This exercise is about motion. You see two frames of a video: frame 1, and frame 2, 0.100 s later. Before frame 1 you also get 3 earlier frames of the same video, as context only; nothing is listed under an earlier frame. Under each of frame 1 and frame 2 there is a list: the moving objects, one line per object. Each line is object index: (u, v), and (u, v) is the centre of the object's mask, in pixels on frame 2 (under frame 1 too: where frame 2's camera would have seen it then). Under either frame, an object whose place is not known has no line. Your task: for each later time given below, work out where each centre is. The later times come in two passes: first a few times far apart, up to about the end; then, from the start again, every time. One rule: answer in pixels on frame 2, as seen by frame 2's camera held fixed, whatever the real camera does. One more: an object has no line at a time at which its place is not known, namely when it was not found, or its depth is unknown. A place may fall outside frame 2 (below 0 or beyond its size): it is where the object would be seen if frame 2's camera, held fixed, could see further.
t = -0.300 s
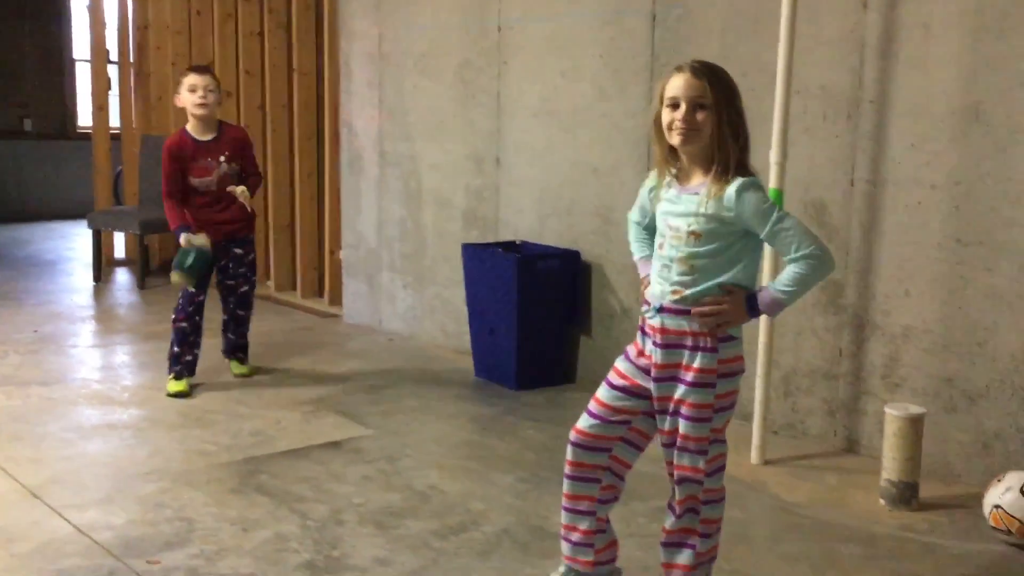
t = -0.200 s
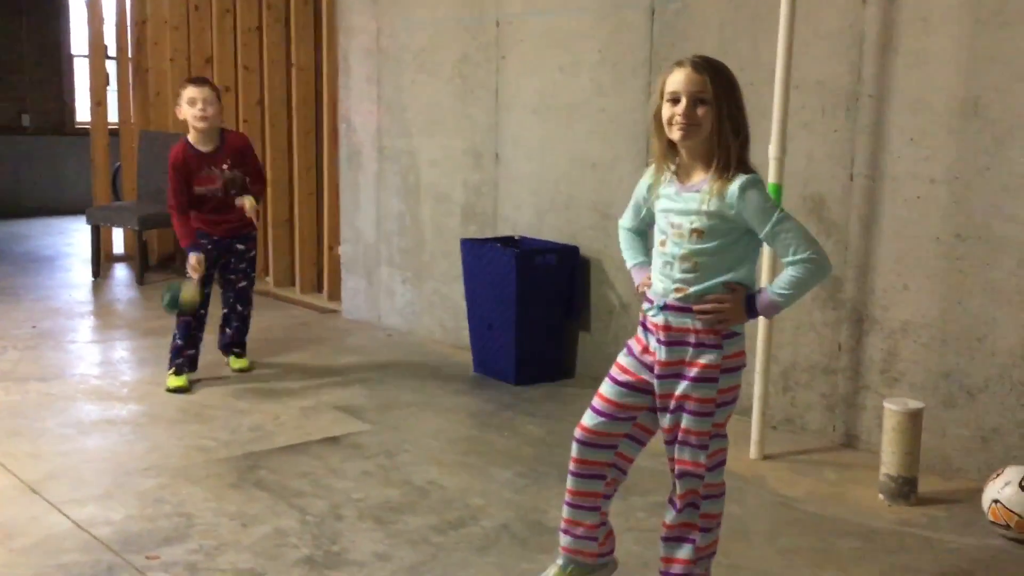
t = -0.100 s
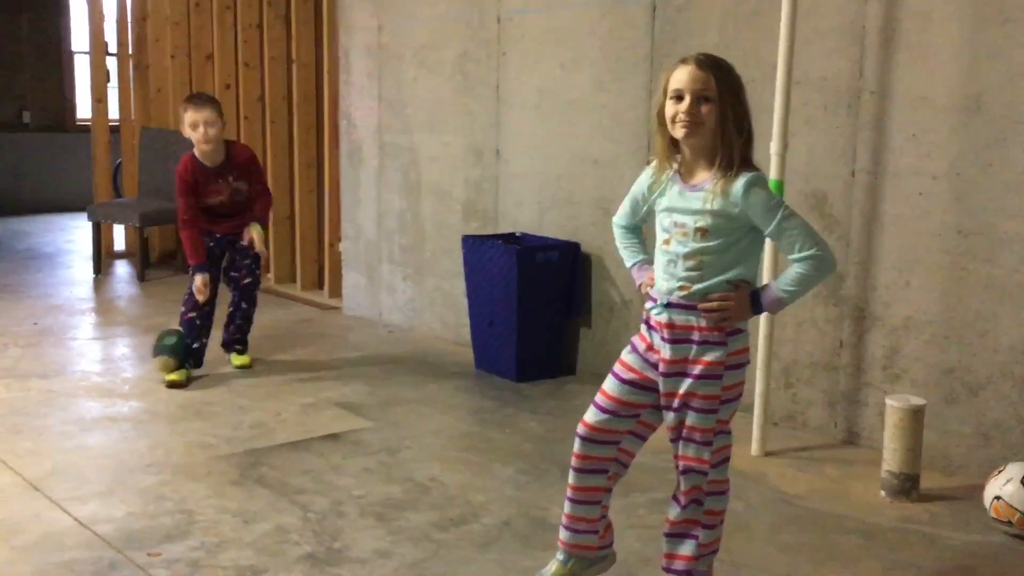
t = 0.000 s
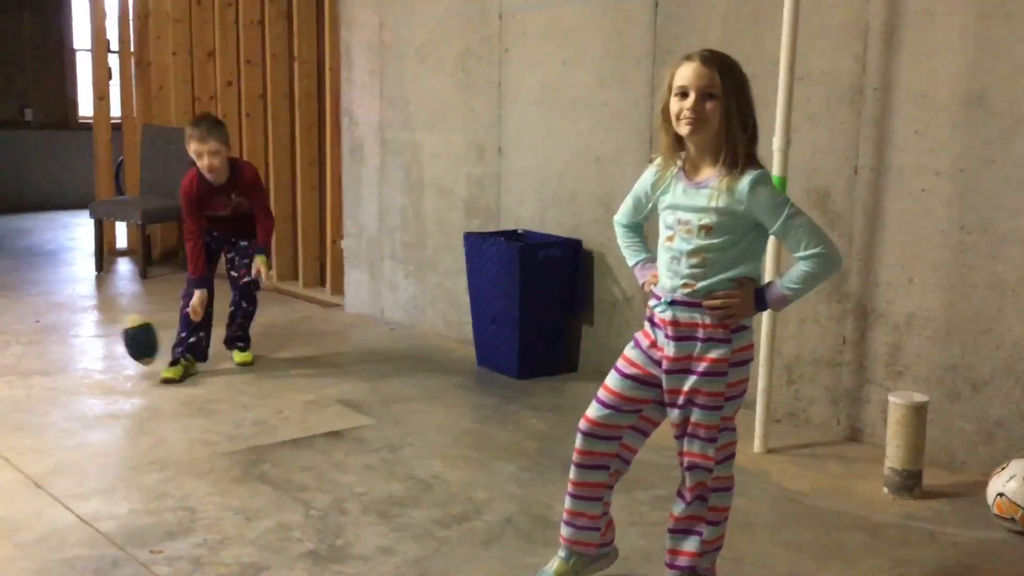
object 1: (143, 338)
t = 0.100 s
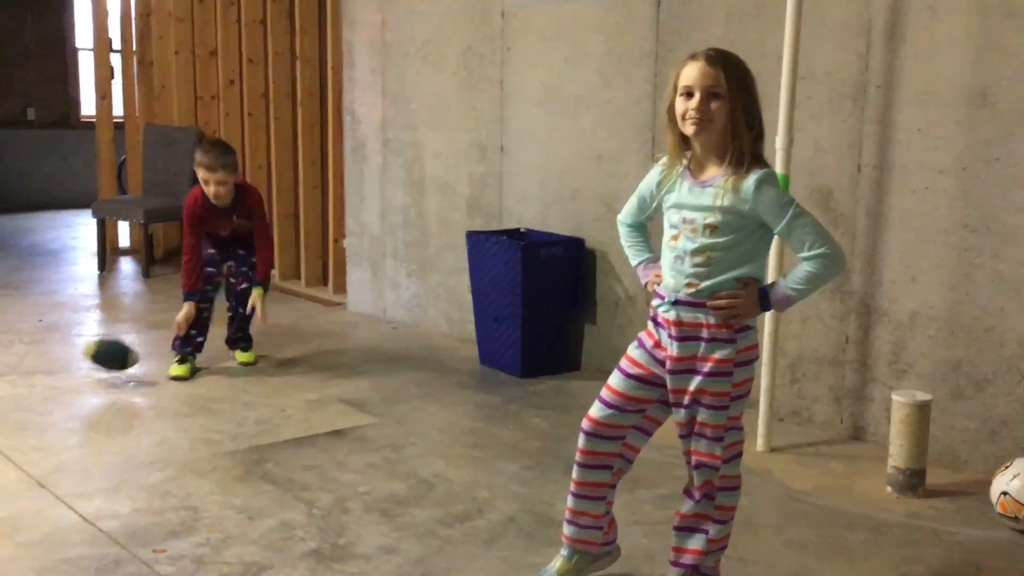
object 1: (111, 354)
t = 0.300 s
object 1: (75, 351)
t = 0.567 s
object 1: (59, 370)
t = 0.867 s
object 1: (48, 382)
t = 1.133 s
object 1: (35, 385)
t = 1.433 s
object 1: (29, 384)
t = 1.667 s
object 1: (33, 386)
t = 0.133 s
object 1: (101, 365)
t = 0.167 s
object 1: (91, 369)
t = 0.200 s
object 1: (87, 361)
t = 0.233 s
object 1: (83, 355)
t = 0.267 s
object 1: (79, 352)
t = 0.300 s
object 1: (75, 351)
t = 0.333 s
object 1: (72, 353)
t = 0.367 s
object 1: (69, 358)
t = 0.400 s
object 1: (65, 366)
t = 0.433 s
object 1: (62, 376)
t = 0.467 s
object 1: (60, 375)
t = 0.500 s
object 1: (60, 370)
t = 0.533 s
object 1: (59, 369)
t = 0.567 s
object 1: (59, 370)
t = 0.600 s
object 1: (59, 374)
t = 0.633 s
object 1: (59, 380)
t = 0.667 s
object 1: (58, 378)
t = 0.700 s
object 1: (56, 378)
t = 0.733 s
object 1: (56, 381)
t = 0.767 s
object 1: (54, 382)
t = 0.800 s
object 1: (51, 380)
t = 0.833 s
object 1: (49, 382)
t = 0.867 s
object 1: (48, 382)
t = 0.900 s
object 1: (46, 382)
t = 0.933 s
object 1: (45, 383)
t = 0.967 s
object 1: (43, 383)
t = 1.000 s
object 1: (42, 384)
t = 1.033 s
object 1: (40, 384)
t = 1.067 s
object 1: (39, 385)
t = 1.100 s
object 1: (37, 385)
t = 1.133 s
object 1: (35, 385)
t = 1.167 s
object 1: (34, 384)
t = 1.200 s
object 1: (32, 385)
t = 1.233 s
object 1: (31, 385)
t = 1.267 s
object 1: (30, 385)
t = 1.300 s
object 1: (30, 385)
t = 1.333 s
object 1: (29, 385)
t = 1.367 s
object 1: (29, 384)
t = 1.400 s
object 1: (29, 384)
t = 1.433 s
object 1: (29, 384)
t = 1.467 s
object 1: (30, 385)
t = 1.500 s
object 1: (30, 385)
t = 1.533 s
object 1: (30, 385)
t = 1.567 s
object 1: (31, 385)
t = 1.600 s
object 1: (32, 385)
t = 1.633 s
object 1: (32, 385)
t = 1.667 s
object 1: (33, 386)
